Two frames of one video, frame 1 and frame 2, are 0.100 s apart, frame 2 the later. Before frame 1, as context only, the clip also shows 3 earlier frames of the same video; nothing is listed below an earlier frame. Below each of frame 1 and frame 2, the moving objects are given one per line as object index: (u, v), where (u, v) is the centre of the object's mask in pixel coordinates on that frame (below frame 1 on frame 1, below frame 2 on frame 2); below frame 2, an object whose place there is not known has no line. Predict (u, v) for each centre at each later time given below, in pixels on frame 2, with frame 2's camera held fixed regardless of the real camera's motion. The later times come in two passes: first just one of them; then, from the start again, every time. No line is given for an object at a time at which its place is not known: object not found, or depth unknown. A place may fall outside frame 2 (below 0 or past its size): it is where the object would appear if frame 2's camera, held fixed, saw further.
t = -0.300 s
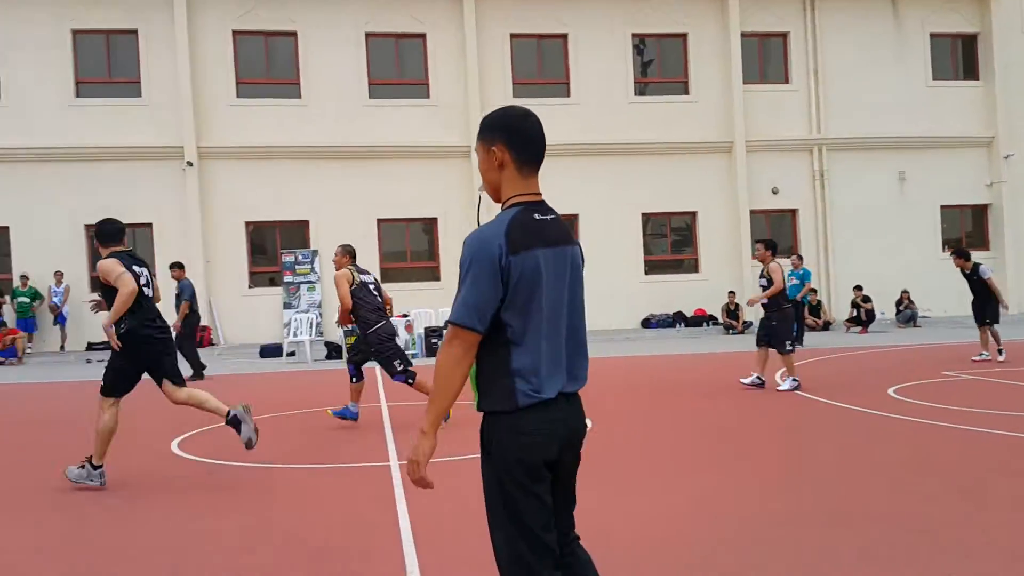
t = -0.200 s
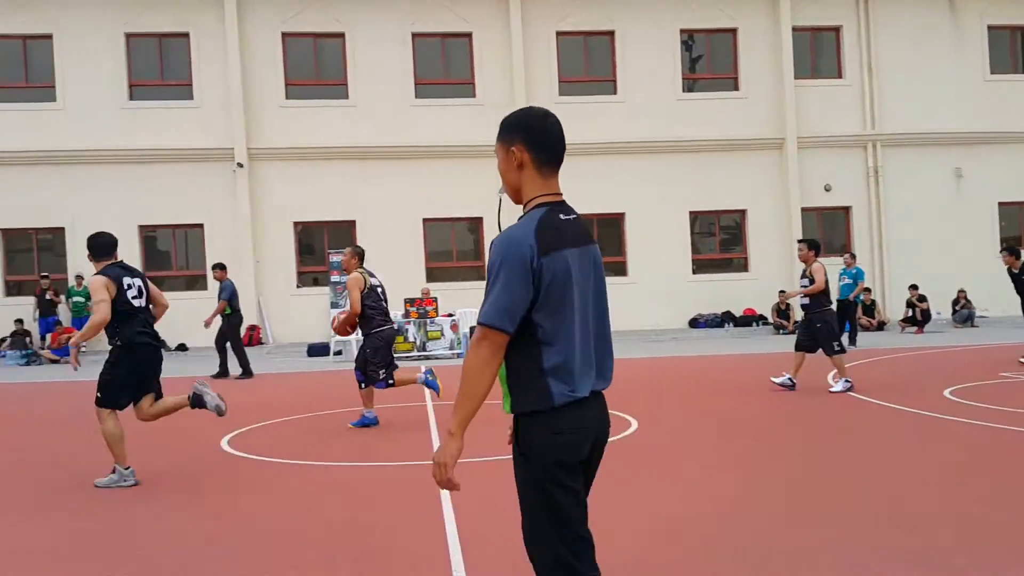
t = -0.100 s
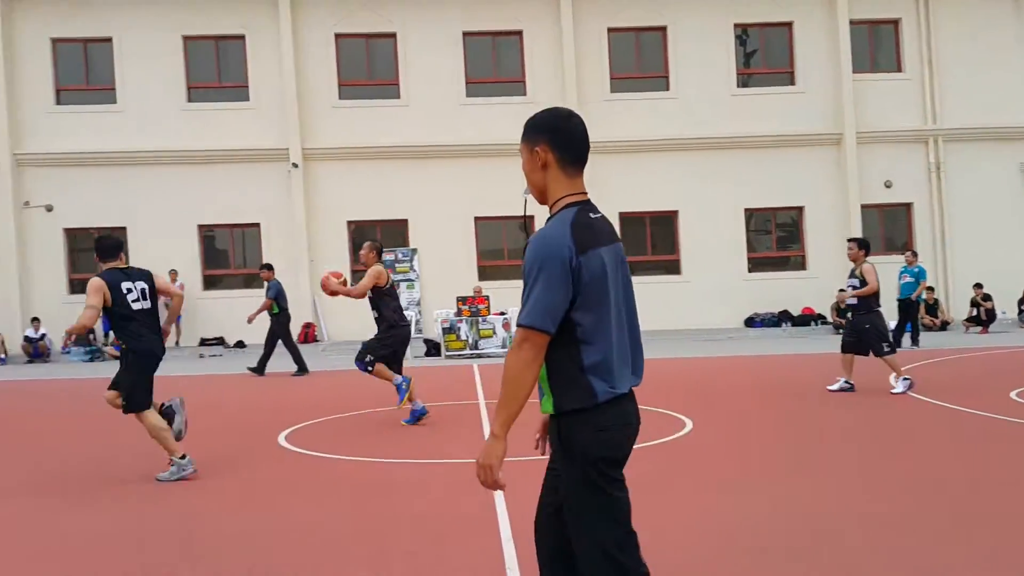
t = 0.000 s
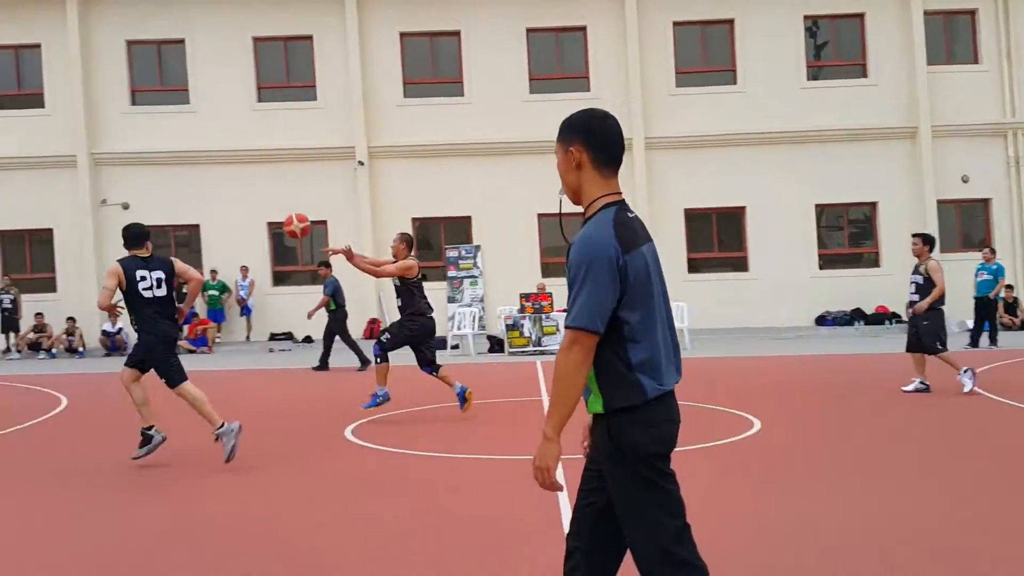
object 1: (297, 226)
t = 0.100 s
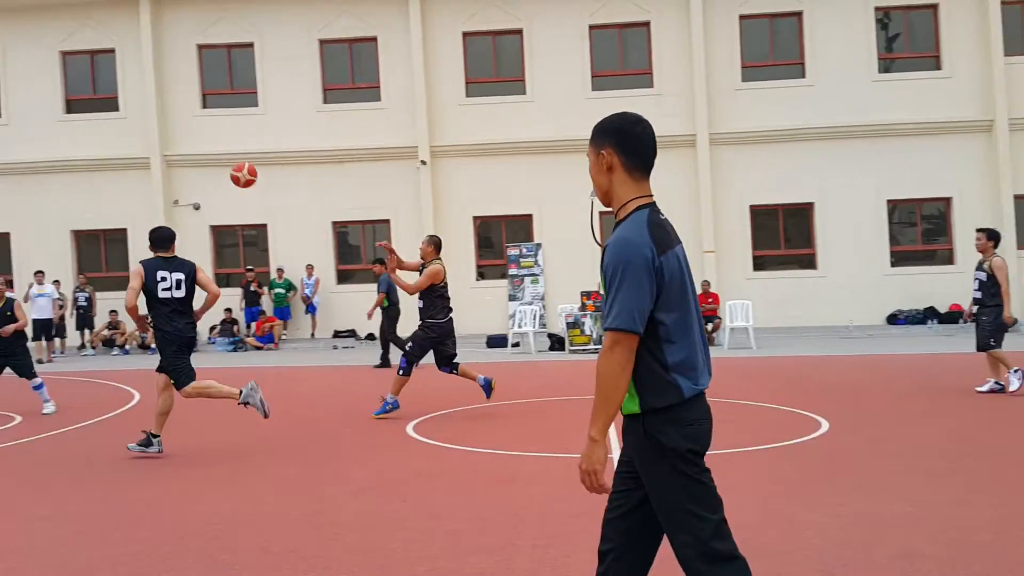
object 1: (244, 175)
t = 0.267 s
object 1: (49, 110)
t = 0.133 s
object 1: (205, 160)
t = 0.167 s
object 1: (166, 146)
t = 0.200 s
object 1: (127, 133)
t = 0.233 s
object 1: (88, 121)
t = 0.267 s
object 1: (49, 110)
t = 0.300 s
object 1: (9, 100)
